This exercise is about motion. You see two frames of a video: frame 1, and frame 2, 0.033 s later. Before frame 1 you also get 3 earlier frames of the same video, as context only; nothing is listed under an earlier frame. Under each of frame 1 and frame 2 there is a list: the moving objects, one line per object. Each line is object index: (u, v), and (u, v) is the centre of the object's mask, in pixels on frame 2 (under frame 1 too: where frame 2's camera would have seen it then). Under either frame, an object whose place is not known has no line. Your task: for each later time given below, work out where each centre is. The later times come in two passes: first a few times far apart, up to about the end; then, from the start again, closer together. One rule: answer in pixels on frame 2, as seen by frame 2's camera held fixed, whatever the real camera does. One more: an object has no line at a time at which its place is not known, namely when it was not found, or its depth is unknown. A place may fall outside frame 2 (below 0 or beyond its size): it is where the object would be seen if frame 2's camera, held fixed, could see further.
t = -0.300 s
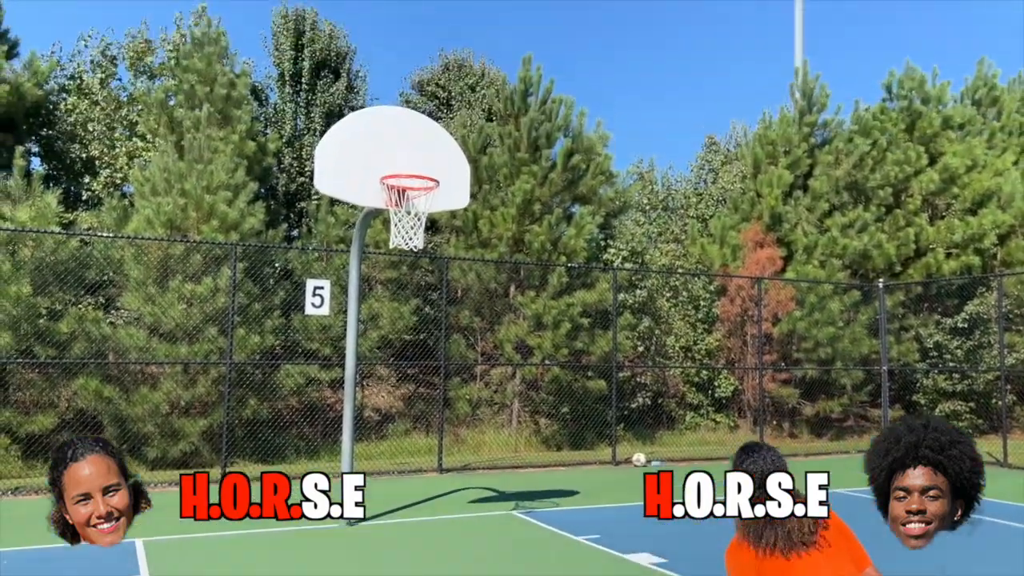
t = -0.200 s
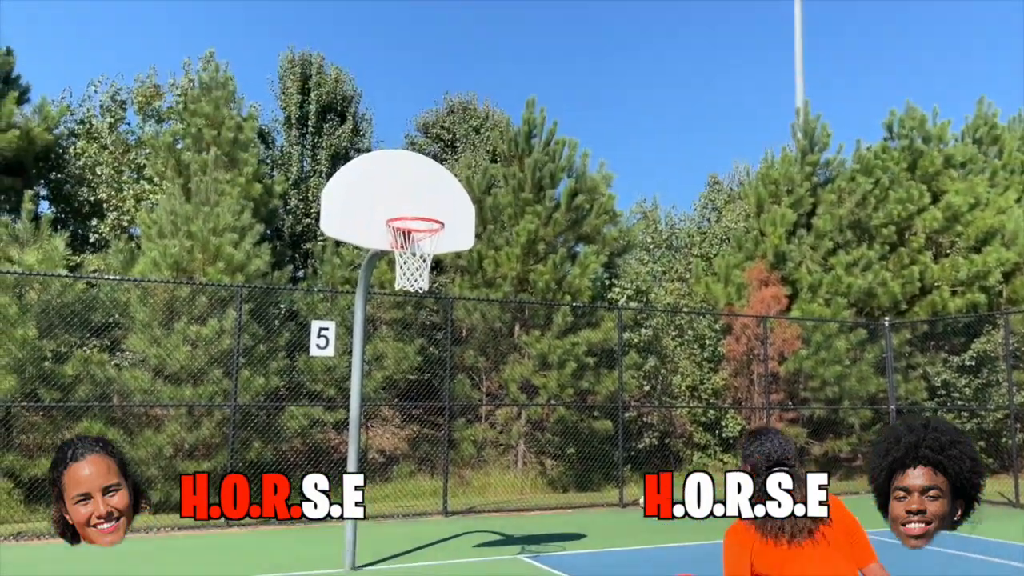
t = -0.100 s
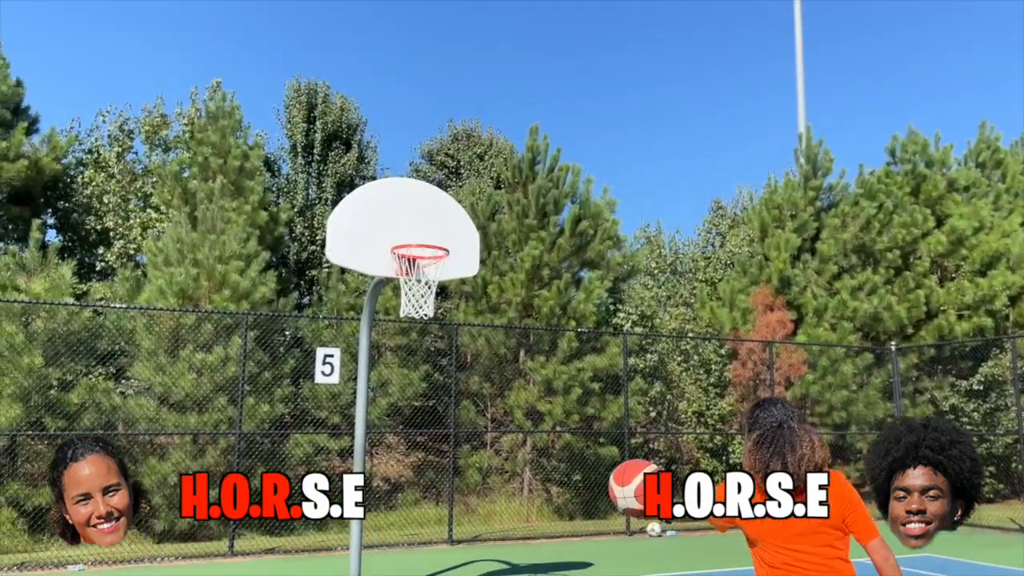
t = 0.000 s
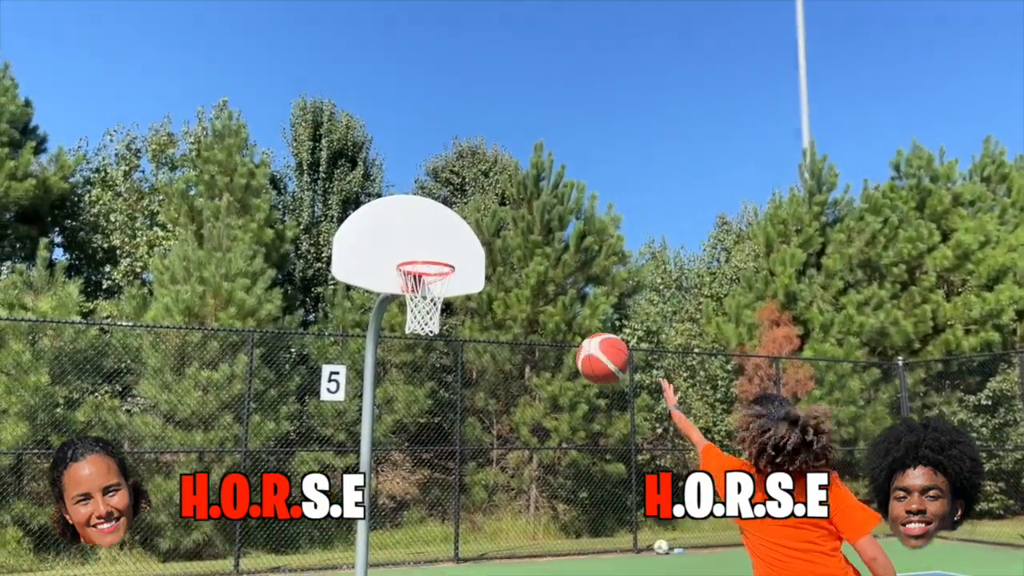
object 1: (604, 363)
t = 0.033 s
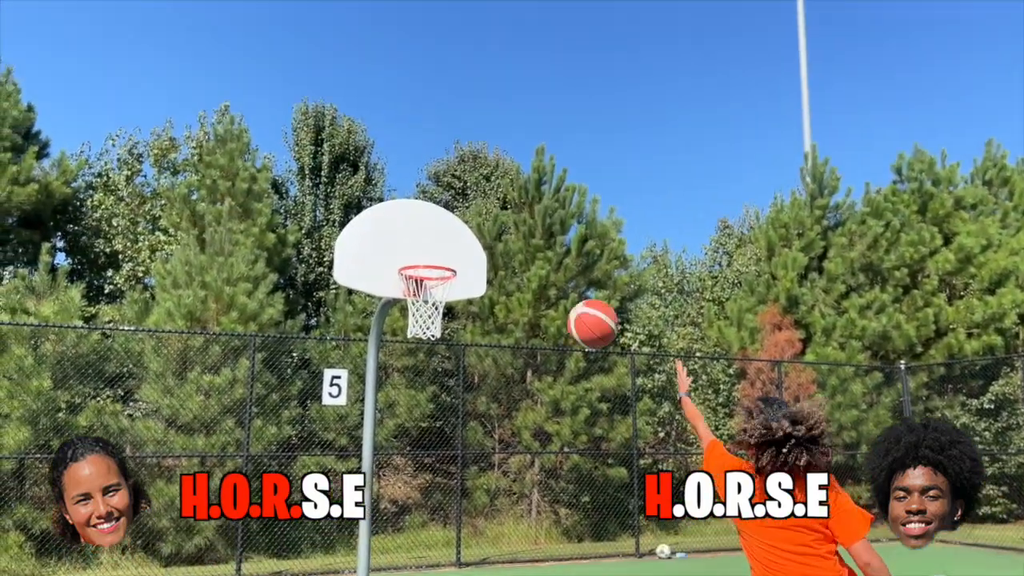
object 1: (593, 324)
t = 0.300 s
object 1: (517, 148)
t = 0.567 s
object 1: (462, 121)
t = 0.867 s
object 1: (412, 199)
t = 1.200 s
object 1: (313, 304)
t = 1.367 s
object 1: (239, 382)
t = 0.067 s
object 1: (581, 290)
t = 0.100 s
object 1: (571, 260)
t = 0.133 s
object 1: (561, 233)
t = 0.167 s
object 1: (552, 211)
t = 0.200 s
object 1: (542, 191)
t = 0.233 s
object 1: (534, 174)
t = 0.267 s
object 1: (526, 160)
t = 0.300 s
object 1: (517, 148)
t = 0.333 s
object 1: (509, 138)
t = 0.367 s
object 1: (502, 130)
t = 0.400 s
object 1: (494, 125)
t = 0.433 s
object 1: (487, 120)
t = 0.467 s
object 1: (480, 118)
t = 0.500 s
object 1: (474, 118)
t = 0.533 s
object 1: (468, 119)
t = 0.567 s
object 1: (462, 121)
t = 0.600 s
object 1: (456, 125)
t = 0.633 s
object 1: (450, 130)
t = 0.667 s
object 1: (444, 136)
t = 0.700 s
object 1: (438, 144)
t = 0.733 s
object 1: (432, 152)
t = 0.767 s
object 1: (427, 163)
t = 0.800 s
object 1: (421, 173)
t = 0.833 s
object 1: (416, 186)
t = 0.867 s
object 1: (412, 199)
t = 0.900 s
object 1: (407, 214)
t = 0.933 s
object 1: (402, 230)
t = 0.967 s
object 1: (397, 246)
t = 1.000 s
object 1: (392, 260)
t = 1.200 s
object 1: (313, 304)
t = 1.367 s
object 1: (239, 382)
